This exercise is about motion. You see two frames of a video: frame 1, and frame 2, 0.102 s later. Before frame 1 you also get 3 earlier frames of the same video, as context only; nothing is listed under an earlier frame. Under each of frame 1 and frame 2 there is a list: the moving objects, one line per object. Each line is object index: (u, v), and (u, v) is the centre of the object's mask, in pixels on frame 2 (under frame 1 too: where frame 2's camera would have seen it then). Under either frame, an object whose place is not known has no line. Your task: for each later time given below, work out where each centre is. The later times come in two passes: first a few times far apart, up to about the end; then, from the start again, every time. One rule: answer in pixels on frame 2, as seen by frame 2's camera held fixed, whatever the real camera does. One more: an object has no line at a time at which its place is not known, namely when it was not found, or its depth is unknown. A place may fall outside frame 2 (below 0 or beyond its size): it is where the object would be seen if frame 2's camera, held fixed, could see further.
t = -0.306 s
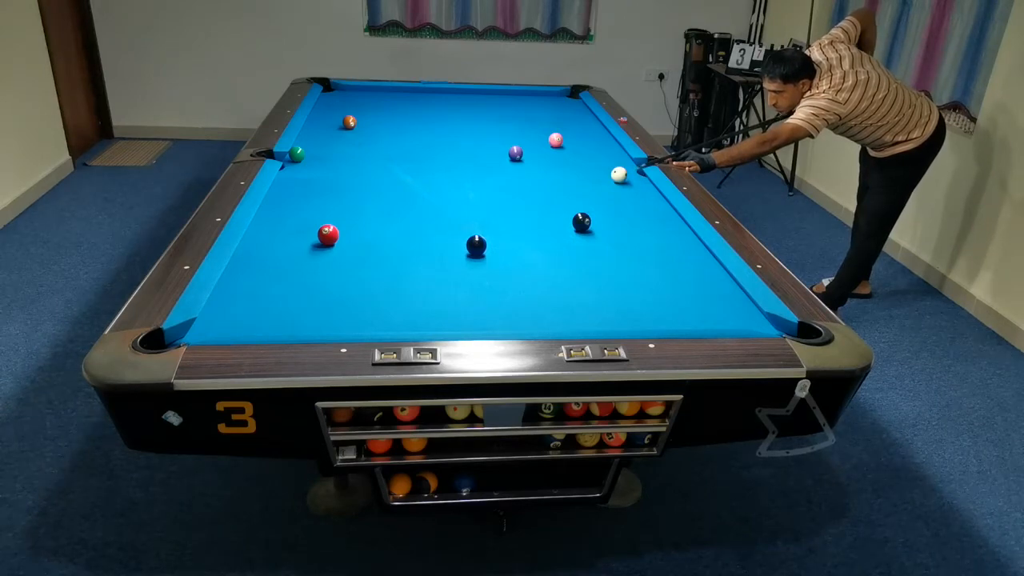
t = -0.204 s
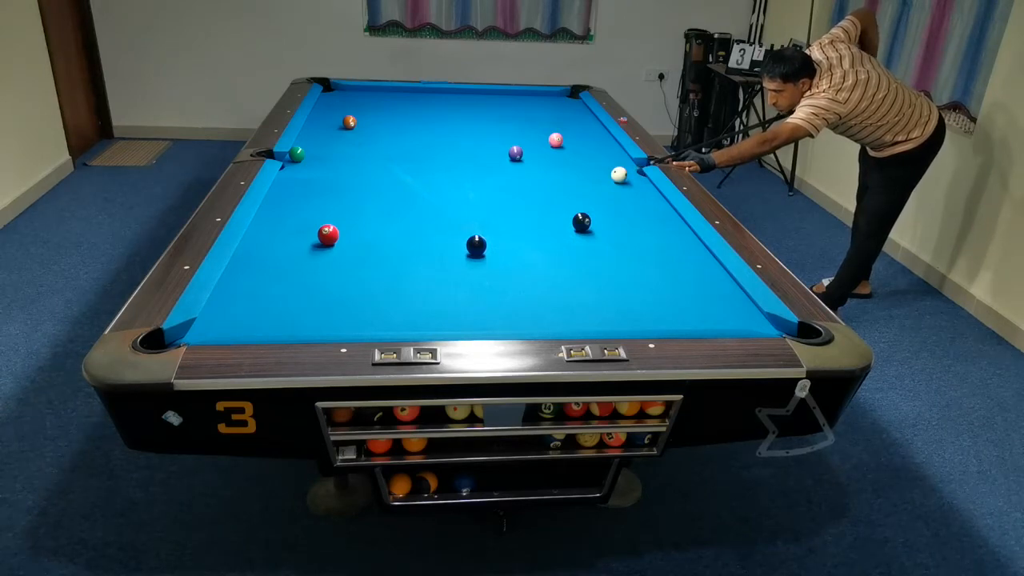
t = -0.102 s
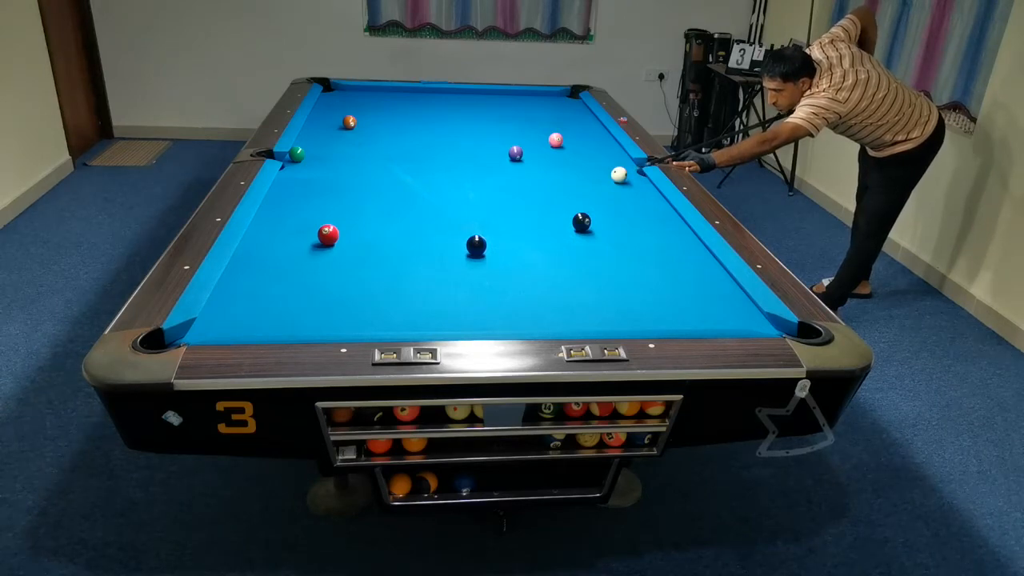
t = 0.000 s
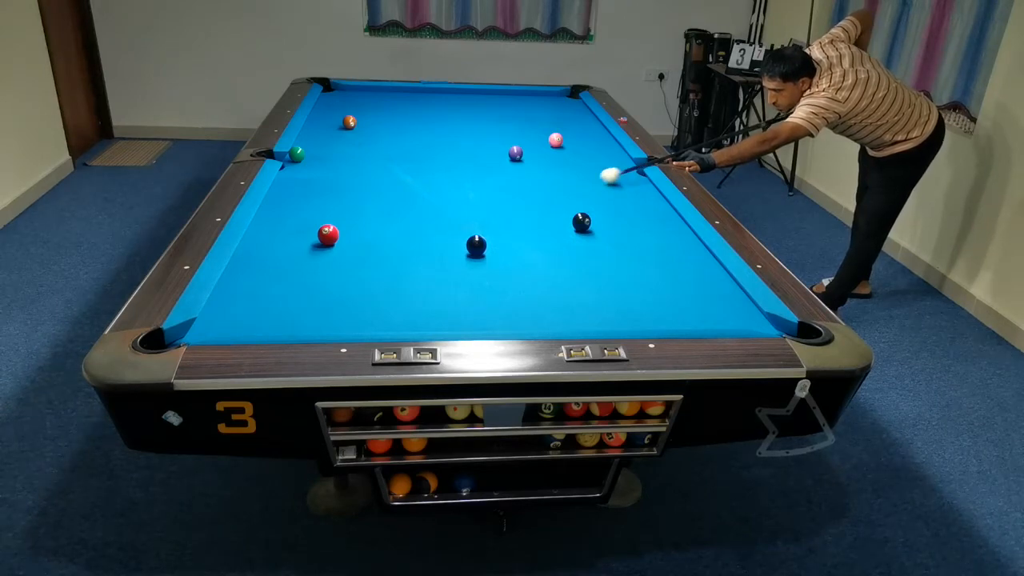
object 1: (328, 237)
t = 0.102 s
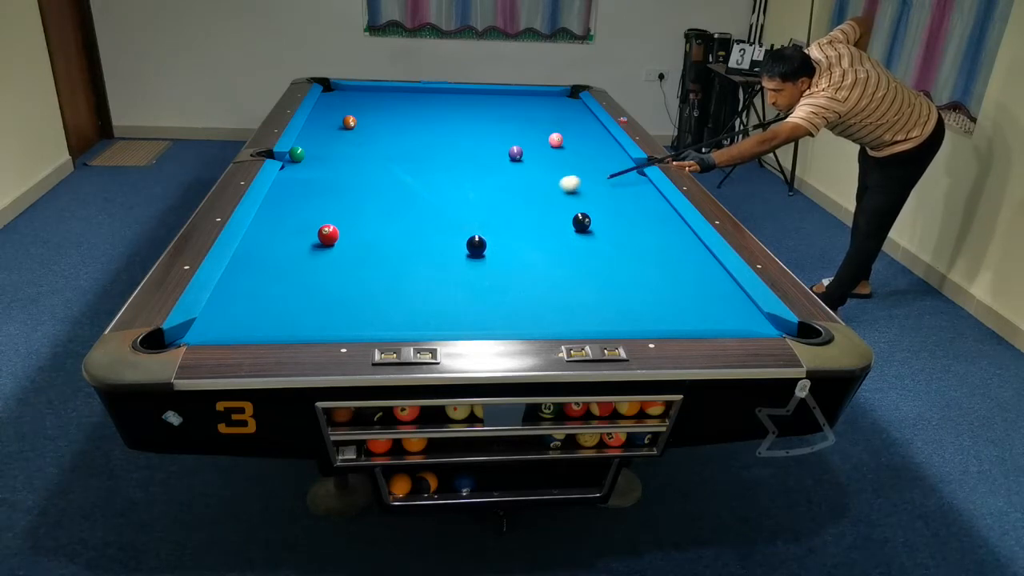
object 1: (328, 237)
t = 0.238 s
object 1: (328, 236)
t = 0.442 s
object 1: (328, 236)
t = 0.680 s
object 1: (322, 241)
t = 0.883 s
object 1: (284, 267)
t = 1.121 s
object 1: (241, 297)
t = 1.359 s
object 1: (214, 327)
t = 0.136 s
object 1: (328, 237)
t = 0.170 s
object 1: (328, 236)
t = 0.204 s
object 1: (328, 236)
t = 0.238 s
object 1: (328, 236)
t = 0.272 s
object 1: (328, 236)
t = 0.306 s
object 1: (328, 236)
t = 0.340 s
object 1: (328, 236)
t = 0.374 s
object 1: (328, 236)
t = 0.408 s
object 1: (328, 236)
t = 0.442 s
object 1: (328, 236)
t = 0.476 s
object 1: (328, 236)
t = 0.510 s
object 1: (328, 236)
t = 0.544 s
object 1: (328, 237)
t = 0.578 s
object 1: (328, 237)
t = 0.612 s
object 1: (328, 236)
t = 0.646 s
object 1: (328, 237)
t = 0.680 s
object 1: (322, 241)
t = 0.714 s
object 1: (315, 246)
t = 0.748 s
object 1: (309, 250)
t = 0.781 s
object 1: (302, 254)
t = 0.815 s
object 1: (296, 259)
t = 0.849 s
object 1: (290, 263)
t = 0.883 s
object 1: (284, 267)
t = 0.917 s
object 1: (278, 271)
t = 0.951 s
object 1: (272, 275)
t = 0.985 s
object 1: (266, 279)
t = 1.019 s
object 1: (260, 284)
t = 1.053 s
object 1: (254, 288)
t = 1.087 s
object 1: (248, 292)
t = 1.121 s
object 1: (241, 297)
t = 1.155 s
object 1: (234, 301)
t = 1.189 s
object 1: (227, 306)
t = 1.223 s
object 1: (221, 311)
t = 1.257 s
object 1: (214, 316)
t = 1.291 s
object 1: (215, 320)
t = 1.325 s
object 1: (215, 324)
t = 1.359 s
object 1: (214, 327)
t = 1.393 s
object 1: (214, 329)
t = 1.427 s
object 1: (213, 332)
